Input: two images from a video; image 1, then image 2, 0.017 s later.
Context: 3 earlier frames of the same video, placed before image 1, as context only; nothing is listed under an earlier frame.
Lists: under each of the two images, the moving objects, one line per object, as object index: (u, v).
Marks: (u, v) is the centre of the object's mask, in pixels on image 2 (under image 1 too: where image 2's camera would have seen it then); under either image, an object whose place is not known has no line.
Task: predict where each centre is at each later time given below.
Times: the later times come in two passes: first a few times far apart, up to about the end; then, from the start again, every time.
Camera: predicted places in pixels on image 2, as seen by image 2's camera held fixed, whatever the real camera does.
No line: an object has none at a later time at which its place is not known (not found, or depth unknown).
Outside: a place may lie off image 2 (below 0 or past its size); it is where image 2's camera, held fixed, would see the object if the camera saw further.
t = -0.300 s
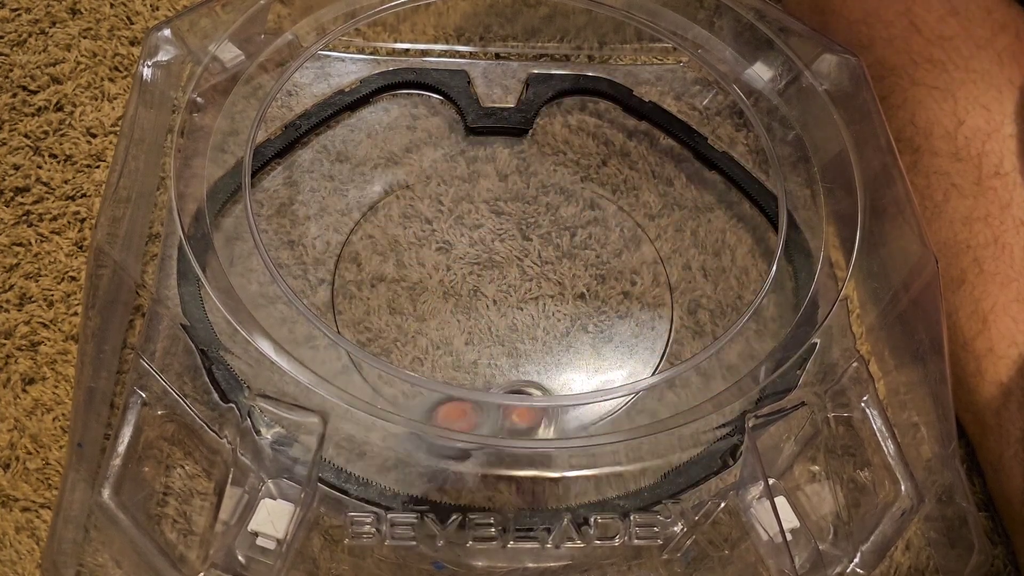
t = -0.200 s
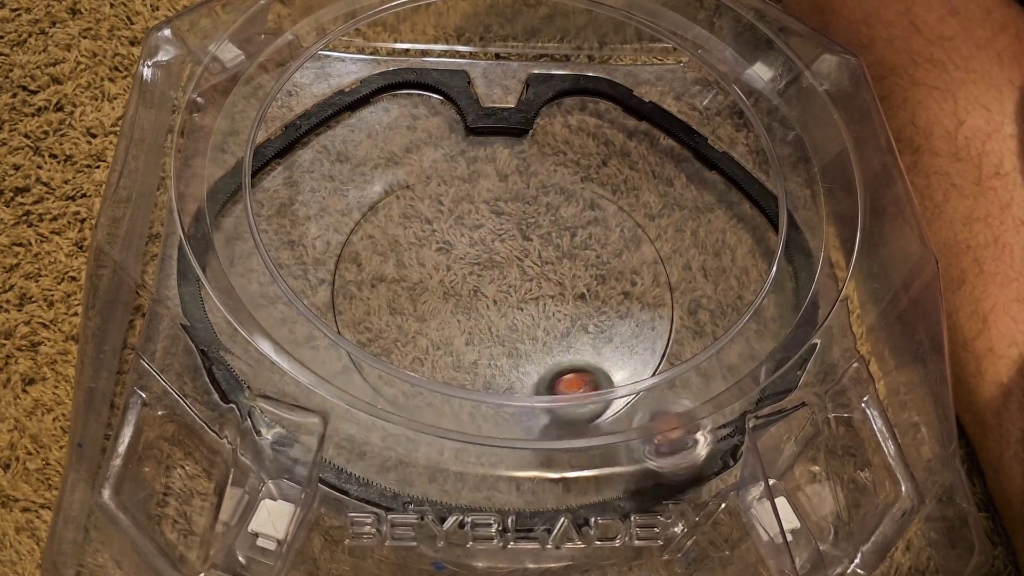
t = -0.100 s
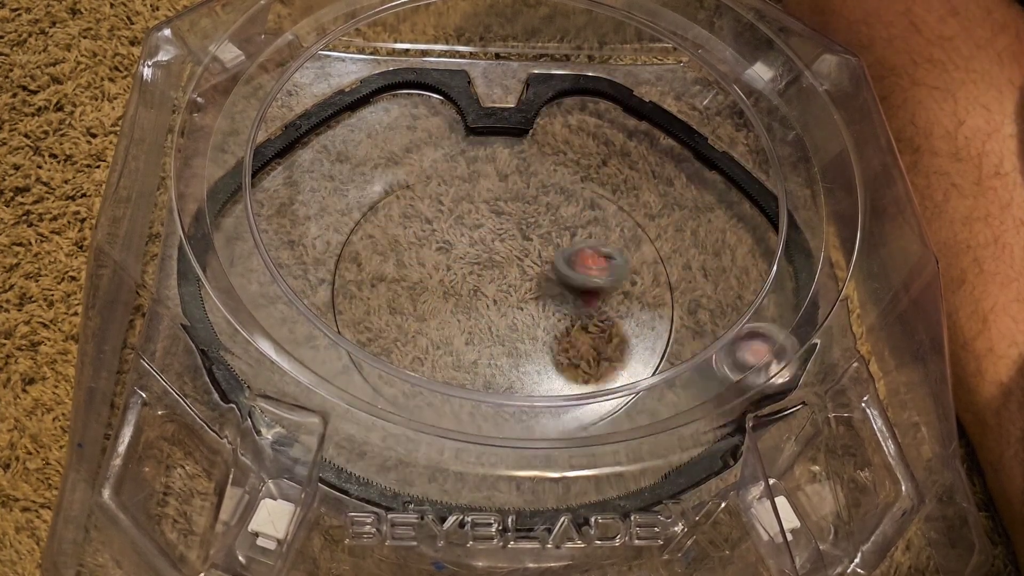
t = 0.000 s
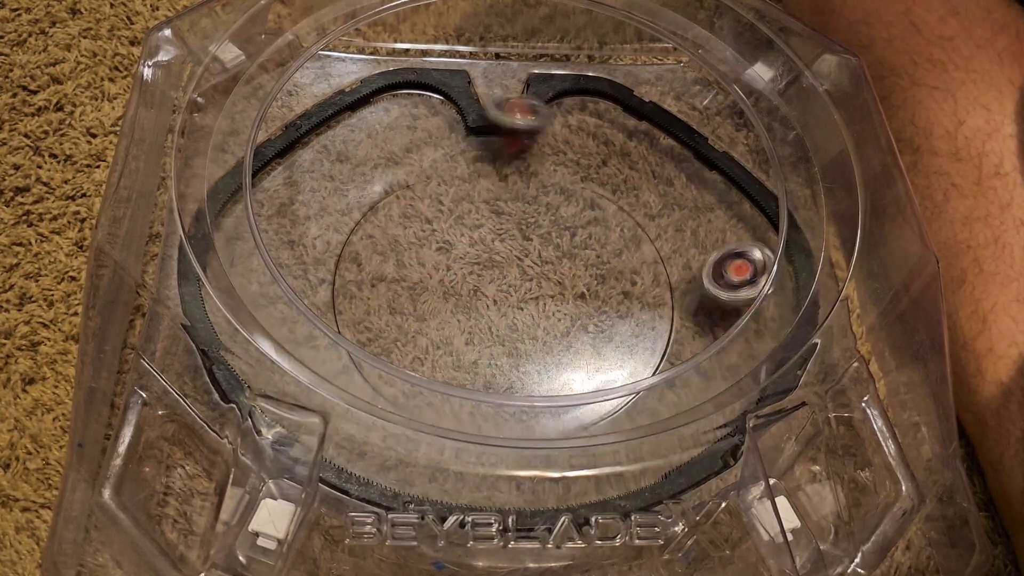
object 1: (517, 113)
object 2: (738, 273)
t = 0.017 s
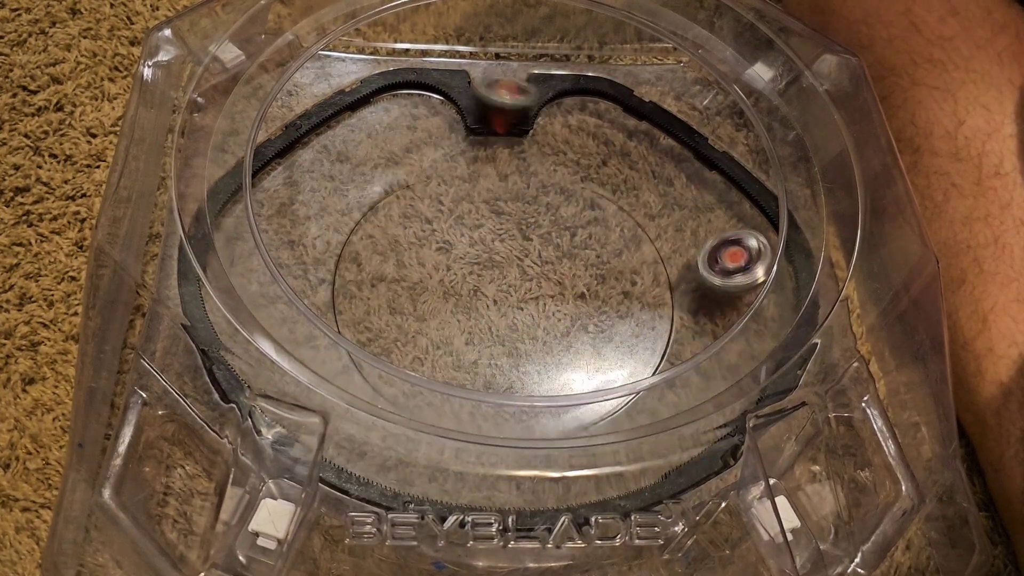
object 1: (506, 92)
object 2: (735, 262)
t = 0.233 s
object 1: (321, 119)
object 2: (646, 159)
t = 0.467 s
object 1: (198, 365)
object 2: (465, 202)
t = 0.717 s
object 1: (183, 416)
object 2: (319, 341)
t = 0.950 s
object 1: (191, 422)
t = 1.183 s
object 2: (636, 312)
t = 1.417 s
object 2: (527, 157)
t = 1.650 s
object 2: (362, 86)
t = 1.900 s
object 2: (304, 285)
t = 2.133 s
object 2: (437, 374)
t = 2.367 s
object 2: (666, 276)
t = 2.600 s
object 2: (681, 144)
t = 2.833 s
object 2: (524, 120)
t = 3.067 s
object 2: (434, 275)
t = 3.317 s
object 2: (570, 401)
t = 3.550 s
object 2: (650, 296)
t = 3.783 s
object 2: (513, 241)
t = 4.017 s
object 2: (391, 307)
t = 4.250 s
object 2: (468, 389)
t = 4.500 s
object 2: (568, 287)
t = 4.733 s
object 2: (480, 178)
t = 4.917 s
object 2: (381, 188)
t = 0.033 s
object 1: (493, 77)
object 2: (730, 249)
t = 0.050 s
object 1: (483, 61)
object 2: (725, 238)
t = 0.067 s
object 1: (471, 48)
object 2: (719, 226)
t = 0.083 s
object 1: (460, 40)
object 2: (713, 216)
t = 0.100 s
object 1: (448, 40)
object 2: (707, 207)
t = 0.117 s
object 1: (435, 49)
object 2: (700, 198)
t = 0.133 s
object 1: (421, 62)
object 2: (694, 190)
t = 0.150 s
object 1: (405, 69)
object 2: (687, 182)
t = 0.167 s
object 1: (390, 78)
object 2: (680, 177)
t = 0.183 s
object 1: (374, 89)
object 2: (672, 171)
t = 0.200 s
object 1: (357, 99)
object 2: (664, 167)
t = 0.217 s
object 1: (340, 108)
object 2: (655, 162)
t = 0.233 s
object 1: (321, 119)
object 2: (646, 159)
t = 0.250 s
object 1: (304, 129)
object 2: (637, 158)
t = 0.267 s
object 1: (289, 138)
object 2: (628, 156)
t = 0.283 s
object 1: (277, 150)
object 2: (618, 155)
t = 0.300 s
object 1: (255, 160)
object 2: (607, 155)
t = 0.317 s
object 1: (245, 179)
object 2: (596, 156)
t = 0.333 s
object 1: (235, 201)
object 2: (584, 158)
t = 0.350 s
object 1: (219, 230)
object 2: (571, 161)
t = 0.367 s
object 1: (214, 251)
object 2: (558, 164)
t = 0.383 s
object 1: (210, 269)
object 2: (542, 170)
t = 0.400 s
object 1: (200, 285)
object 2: (528, 175)
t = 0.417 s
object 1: (193, 308)
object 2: (512, 181)
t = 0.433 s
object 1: (195, 333)
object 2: (496, 187)
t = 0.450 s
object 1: (189, 350)
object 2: (480, 195)
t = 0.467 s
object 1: (198, 365)
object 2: (465, 202)
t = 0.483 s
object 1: (205, 377)
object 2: (451, 211)
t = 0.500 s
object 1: (212, 393)
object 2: (436, 218)
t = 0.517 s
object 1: (218, 406)
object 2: (421, 226)
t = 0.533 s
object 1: (224, 417)
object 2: (407, 234)
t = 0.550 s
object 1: (233, 432)
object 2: (393, 244)
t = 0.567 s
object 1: (239, 445)
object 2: (380, 253)
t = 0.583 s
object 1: (238, 447)
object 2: (368, 262)
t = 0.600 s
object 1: (230, 447)
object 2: (356, 272)
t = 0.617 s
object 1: (221, 449)
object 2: (346, 281)
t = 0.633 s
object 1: (211, 447)
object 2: (337, 291)
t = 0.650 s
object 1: (202, 442)
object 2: (336, 296)
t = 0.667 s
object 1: (197, 437)
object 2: (331, 305)
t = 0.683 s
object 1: (194, 431)
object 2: (325, 319)
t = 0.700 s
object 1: (188, 425)
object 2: (320, 333)
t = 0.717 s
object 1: (183, 416)
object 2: (319, 341)
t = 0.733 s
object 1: (177, 405)
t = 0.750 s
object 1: (171, 400)
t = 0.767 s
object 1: (166, 399)
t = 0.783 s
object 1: (165, 401)
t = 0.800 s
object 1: (167, 405)
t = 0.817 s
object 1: (170, 409)
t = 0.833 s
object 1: (172, 410)
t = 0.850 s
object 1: (176, 412)
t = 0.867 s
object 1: (180, 413)
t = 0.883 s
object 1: (188, 414)
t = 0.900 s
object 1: (191, 414)
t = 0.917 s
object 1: (191, 415)
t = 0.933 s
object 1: (191, 420)
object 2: (463, 416)
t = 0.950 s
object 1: (191, 422)
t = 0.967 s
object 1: (191, 422)
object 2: (499, 420)
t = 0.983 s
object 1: (192, 424)
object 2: (519, 420)
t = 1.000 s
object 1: (193, 424)
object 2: (535, 414)
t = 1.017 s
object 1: (195, 426)
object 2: (552, 411)
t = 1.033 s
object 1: (195, 427)
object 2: (567, 406)
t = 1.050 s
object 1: (196, 429)
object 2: (581, 400)
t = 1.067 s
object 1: (196, 430)
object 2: (593, 391)
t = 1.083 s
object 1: (196, 430)
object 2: (604, 382)
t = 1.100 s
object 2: (610, 368)
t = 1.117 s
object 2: (619, 360)
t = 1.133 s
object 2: (628, 350)
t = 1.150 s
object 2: (633, 338)
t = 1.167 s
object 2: (635, 325)
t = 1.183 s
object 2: (636, 312)
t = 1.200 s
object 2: (636, 300)
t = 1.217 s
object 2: (634, 286)
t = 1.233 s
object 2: (629, 272)
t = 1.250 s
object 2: (625, 261)
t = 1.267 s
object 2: (618, 247)
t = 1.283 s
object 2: (610, 235)
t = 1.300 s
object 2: (602, 224)
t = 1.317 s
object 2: (593, 211)
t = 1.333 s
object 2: (584, 201)
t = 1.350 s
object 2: (573, 191)
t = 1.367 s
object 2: (562, 182)
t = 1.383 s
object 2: (551, 172)
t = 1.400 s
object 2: (538, 165)
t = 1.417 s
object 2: (527, 157)
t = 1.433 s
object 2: (515, 149)
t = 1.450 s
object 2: (502, 143)
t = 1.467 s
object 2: (490, 136)
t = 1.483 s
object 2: (477, 131)
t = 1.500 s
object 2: (465, 125)
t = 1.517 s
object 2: (452, 122)
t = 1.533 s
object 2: (440, 116)
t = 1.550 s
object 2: (427, 111)
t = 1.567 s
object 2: (414, 104)
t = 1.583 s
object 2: (403, 100)
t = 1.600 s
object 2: (392, 95)
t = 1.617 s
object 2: (382, 90)
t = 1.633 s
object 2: (371, 85)
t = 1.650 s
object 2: (362, 86)
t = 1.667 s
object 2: (356, 99)
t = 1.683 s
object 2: (348, 114)
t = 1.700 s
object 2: (340, 128)
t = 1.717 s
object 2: (334, 142)
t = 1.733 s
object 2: (326, 158)
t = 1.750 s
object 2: (322, 170)
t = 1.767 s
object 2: (317, 184)
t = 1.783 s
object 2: (312, 198)
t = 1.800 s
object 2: (309, 212)
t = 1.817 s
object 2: (306, 225)
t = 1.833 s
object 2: (304, 239)
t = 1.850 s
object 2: (304, 251)
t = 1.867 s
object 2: (306, 261)
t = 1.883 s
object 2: (304, 274)
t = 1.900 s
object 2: (304, 285)
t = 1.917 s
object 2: (306, 296)
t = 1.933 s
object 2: (308, 305)
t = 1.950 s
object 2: (310, 316)
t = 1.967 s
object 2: (317, 324)
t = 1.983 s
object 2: (324, 333)
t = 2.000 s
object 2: (332, 339)
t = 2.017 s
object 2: (341, 345)
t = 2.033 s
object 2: (351, 351)
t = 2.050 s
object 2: (362, 356)
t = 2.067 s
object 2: (374, 361)
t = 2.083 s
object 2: (389, 365)
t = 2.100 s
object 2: (401, 370)
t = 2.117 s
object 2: (420, 371)
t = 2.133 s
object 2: (437, 374)
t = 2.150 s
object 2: (456, 372)
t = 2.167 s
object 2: (475, 366)
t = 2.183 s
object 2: (494, 366)
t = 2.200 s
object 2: (513, 365)
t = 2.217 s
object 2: (533, 363)
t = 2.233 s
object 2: (552, 359)
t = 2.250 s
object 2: (570, 352)
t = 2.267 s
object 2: (589, 344)
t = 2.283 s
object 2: (605, 335)
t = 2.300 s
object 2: (620, 324)
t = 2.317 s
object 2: (634, 313)
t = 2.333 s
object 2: (646, 300)
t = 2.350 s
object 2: (657, 287)
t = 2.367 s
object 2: (666, 276)
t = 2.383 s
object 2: (675, 263)
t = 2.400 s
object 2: (676, 249)
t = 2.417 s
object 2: (675, 236)
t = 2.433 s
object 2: (673, 226)
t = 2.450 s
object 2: (672, 217)
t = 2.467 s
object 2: (671, 205)
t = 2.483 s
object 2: (670, 196)
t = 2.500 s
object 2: (670, 187)
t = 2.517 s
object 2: (671, 179)
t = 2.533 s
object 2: (672, 172)
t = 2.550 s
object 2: (674, 164)
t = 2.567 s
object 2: (676, 156)
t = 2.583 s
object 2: (678, 150)
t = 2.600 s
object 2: (681, 144)
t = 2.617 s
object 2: (684, 138)
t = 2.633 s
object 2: (688, 133)
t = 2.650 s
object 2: (690, 127)
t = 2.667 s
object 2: (680, 122)
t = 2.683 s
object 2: (663, 118)
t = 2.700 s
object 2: (644, 120)
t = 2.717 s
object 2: (628, 117)
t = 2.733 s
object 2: (611, 116)
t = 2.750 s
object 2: (594, 115)
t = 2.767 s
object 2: (578, 115)
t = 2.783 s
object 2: (562, 115)
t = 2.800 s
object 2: (548, 116)
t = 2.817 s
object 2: (536, 116)
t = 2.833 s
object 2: (524, 120)
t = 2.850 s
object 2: (513, 125)
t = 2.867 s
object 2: (502, 131)
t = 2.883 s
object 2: (492, 138)
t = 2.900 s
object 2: (482, 146)
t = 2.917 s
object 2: (473, 155)
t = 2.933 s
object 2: (465, 166)
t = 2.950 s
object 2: (456, 178)
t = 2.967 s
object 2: (449, 191)
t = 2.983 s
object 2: (444, 204)
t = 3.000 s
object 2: (439, 217)
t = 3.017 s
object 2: (437, 231)
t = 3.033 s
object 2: (434, 246)
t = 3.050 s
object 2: (433, 260)
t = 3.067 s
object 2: (434, 275)
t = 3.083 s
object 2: (436, 288)
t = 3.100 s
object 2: (439, 301)
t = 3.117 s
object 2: (444, 314)
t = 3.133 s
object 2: (449, 326)
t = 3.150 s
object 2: (455, 338)
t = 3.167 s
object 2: (464, 348)
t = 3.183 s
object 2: (473, 355)
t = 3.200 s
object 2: (482, 361)
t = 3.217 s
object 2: (494, 367)
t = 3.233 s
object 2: (504, 377)
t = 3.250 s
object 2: (515, 383)
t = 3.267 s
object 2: (528, 390)
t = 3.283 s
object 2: (542, 394)
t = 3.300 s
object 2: (557, 403)
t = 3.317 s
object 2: (570, 401)
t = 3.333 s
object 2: (581, 391)
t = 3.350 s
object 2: (591, 389)
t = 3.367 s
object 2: (602, 385)
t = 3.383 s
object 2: (611, 378)
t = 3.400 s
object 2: (619, 371)
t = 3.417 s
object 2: (625, 361)
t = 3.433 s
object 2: (633, 355)
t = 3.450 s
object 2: (641, 349)
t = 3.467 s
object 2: (647, 342)
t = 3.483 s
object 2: (650, 333)
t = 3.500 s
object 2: (651, 324)
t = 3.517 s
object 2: (651, 314)
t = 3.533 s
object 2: (651, 306)
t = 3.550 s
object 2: (650, 296)
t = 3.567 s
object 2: (647, 288)
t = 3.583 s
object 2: (642, 280)
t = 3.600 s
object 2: (637, 274)
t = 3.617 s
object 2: (629, 266)
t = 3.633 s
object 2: (622, 261)
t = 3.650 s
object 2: (612, 255)
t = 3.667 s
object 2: (601, 251)
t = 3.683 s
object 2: (589, 247)
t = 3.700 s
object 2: (576, 245)
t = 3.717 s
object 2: (564, 242)
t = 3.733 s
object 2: (552, 241)
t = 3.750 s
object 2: (538, 241)
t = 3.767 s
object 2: (525, 240)
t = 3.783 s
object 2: (513, 241)
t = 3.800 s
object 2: (500, 243)
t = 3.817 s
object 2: (488, 244)
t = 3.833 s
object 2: (476, 246)
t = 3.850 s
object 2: (464, 250)
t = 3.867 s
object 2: (453, 253)
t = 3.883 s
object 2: (443, 258)
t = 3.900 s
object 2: (433, 262)
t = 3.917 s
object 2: (424, 267)
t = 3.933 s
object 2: (416, 273)
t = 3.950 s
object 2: (409, 279)
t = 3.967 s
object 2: (404, 285)
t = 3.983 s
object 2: (398, 292)
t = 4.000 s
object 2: (394, 299)
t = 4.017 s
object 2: (391, 307)
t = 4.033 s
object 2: (388, 314)
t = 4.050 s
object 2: (388, 322)
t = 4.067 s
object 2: (389, 328)
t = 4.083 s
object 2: (391, 334)
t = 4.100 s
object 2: (394, 339)
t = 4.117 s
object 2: (393, 353)
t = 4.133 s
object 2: (394, 363)
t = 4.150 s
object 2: (402, 368)
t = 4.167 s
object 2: (411, 373)
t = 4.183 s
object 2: (422, 379)
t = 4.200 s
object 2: (435, 379)
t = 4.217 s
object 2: (446, 382)
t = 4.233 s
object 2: (457, 385)
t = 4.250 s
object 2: (468, 389)
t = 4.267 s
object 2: (480, 390)
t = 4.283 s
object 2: (490, 388)
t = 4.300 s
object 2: (501, 386)
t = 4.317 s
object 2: (512, 380)
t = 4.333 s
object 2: (523, 373)
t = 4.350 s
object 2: (532, 369)
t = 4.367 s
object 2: (541, 365)
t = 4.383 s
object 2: (548, 359)
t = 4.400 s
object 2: (555, 350)
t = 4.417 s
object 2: (560, 340)
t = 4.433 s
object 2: (564, 330)
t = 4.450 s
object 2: (566, 320)
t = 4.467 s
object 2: (568, 309)
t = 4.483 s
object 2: (568, 298)
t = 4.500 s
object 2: (568, 287)
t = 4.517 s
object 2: (566, 276)
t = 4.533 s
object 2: (563, 265)
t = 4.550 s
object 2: (559, 255)
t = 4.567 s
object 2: (555, 245)
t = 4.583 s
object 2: (550, 236)
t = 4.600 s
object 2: (543, 228)
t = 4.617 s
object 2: (537, 219)
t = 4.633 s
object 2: (530, 210)
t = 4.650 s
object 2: (523, 203)
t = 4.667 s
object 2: (515, 198)
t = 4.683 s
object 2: (507, 191)
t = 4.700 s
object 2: (498, 186)
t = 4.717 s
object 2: (490, 181)
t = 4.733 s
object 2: (480, 178)
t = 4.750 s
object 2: (472, 175)
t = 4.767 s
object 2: (463, 173)
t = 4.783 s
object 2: (454, 172)
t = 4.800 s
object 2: (444, 172)
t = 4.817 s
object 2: (434, 172)
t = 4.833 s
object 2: (425, 172)
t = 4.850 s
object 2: (416, 173)
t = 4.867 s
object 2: (406, 176)
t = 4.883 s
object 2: (397, 179)
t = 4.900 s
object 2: (388, 183)
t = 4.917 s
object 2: (381, 188)
